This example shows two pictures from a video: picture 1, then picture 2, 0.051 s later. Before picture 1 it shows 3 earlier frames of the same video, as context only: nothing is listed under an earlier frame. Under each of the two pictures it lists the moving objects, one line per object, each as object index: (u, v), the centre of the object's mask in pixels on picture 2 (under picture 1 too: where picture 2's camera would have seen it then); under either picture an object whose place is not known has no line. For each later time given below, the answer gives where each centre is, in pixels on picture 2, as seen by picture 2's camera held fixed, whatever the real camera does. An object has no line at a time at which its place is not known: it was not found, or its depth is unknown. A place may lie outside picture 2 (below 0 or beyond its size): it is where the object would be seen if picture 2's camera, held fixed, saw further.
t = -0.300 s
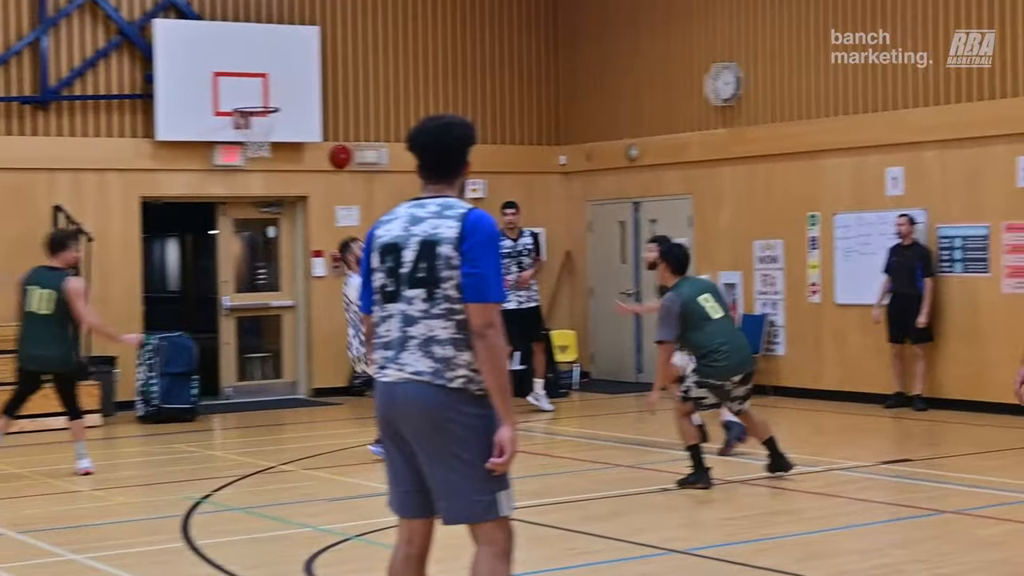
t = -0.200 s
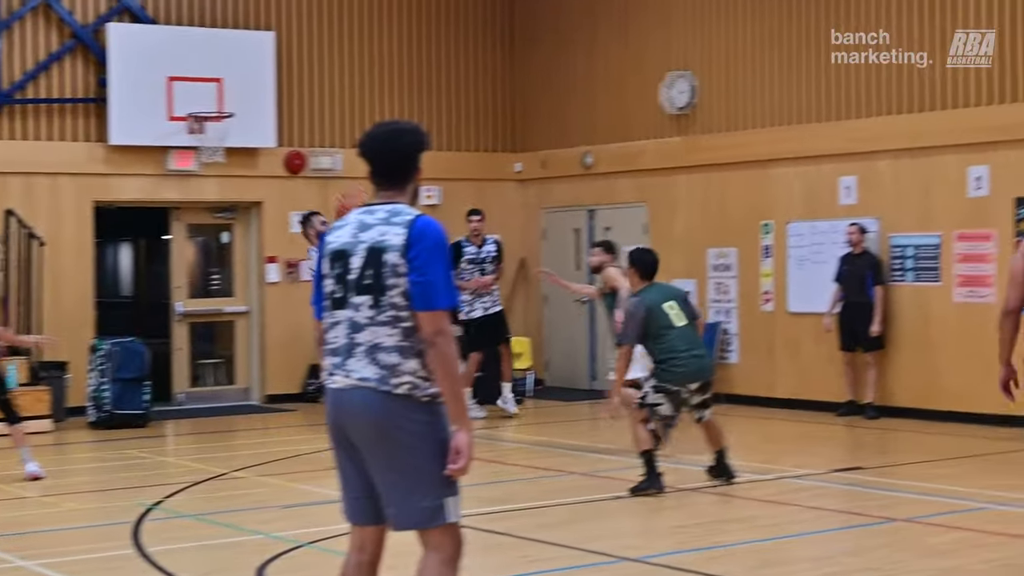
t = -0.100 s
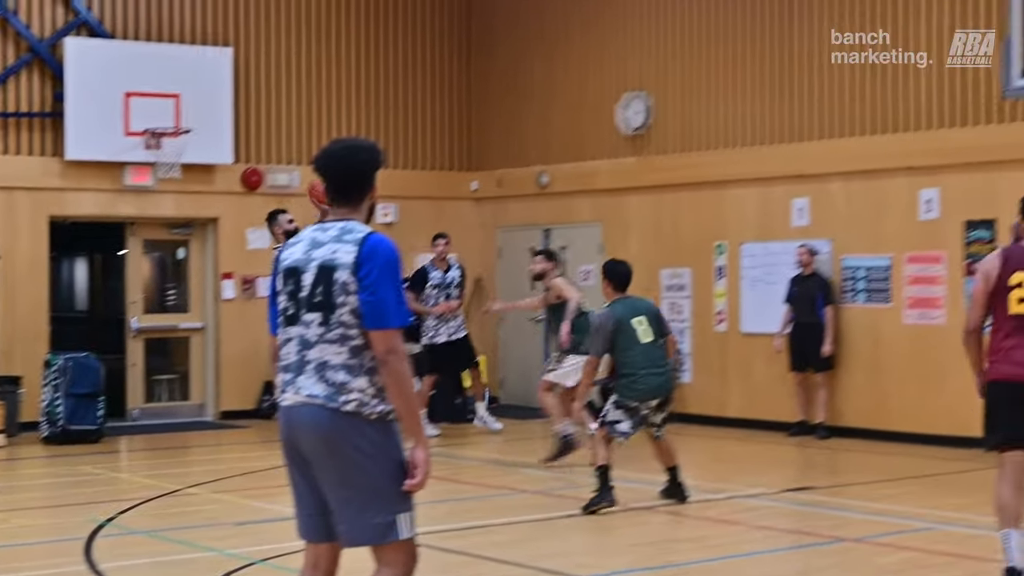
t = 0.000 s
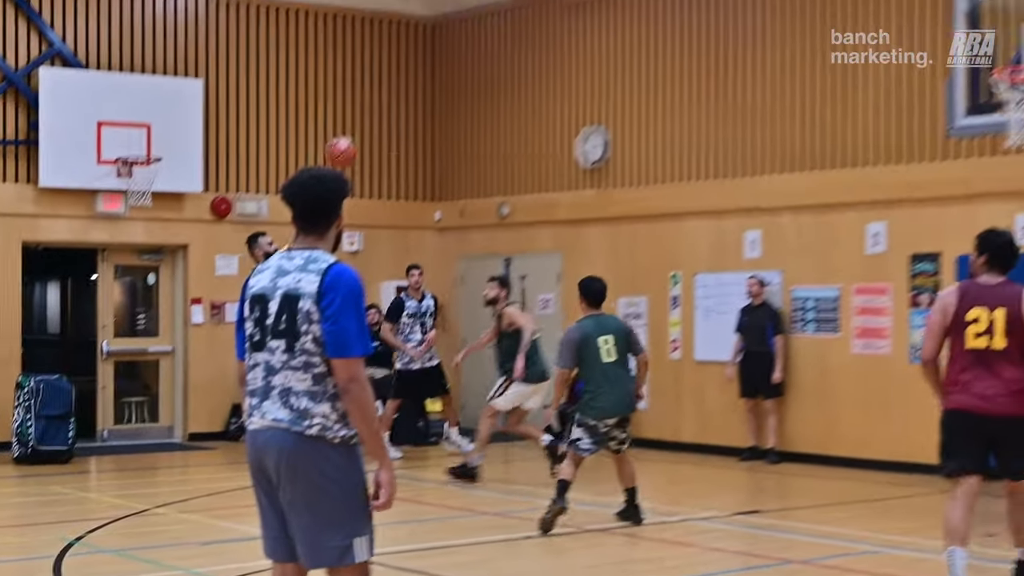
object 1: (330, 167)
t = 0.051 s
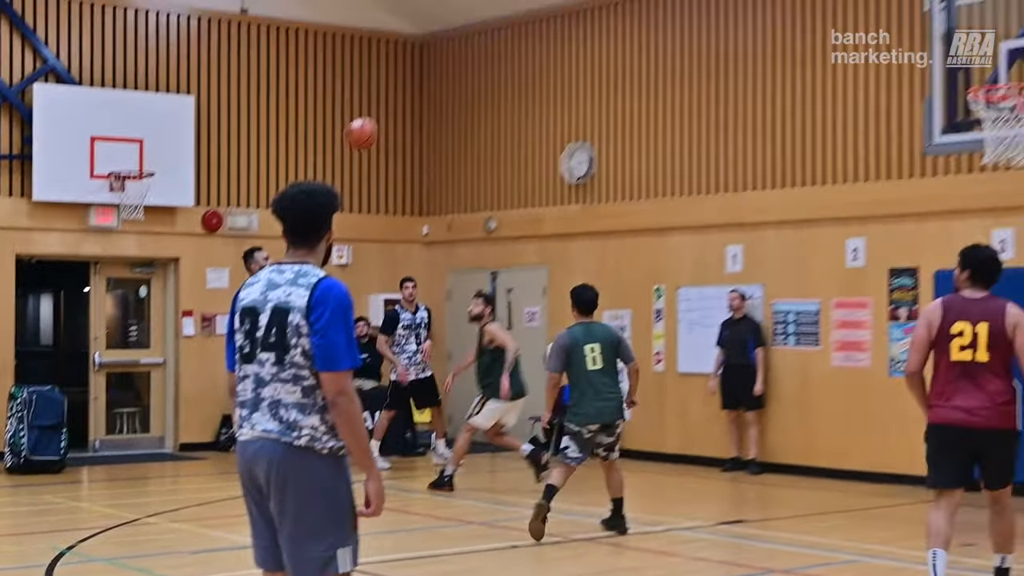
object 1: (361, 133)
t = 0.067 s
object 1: (372, 122)
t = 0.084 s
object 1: (381, 112)
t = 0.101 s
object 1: (392, 102)
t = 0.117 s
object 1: (403, 92)
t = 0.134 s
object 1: (412, 84)
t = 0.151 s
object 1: (423, 78)
